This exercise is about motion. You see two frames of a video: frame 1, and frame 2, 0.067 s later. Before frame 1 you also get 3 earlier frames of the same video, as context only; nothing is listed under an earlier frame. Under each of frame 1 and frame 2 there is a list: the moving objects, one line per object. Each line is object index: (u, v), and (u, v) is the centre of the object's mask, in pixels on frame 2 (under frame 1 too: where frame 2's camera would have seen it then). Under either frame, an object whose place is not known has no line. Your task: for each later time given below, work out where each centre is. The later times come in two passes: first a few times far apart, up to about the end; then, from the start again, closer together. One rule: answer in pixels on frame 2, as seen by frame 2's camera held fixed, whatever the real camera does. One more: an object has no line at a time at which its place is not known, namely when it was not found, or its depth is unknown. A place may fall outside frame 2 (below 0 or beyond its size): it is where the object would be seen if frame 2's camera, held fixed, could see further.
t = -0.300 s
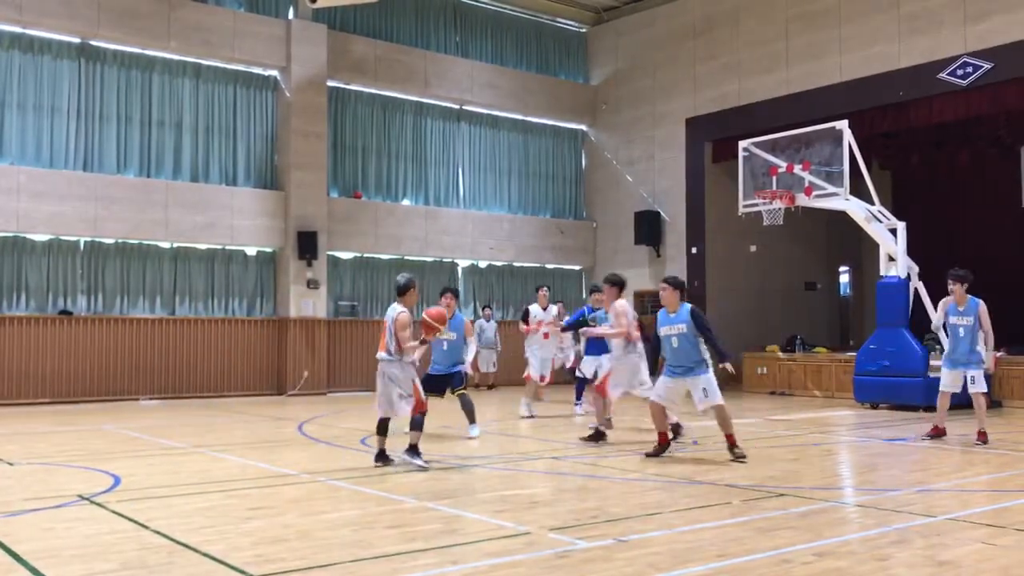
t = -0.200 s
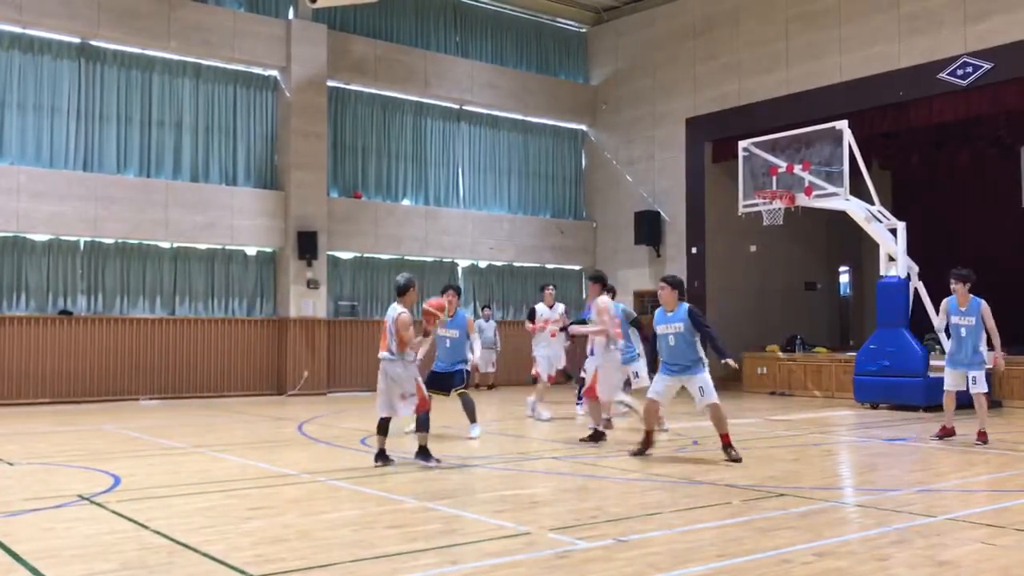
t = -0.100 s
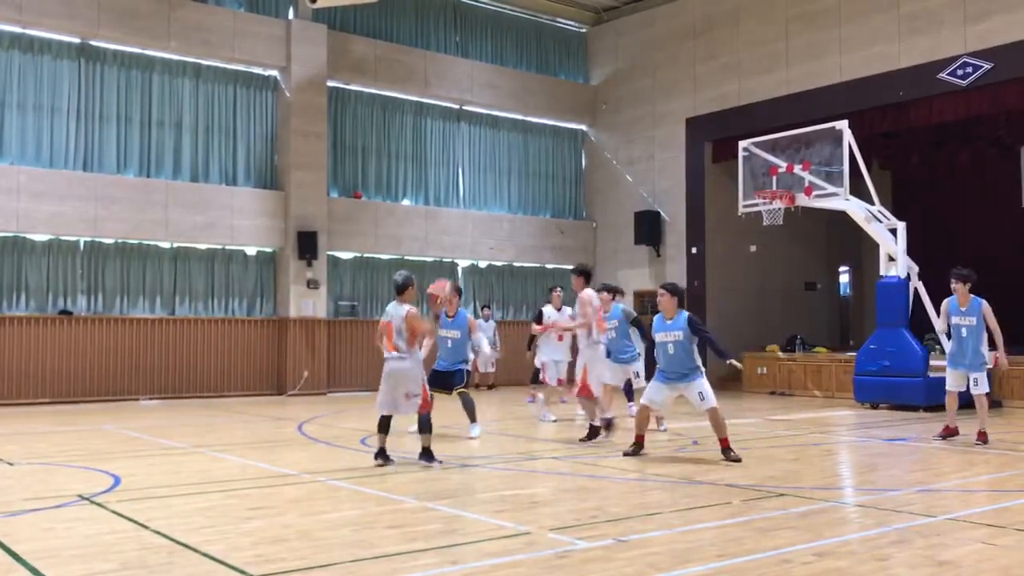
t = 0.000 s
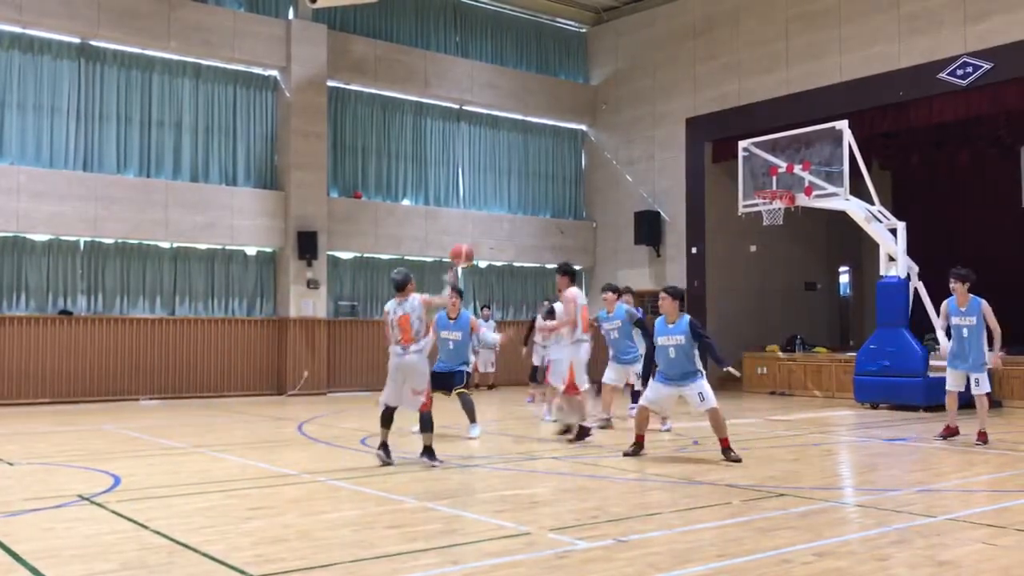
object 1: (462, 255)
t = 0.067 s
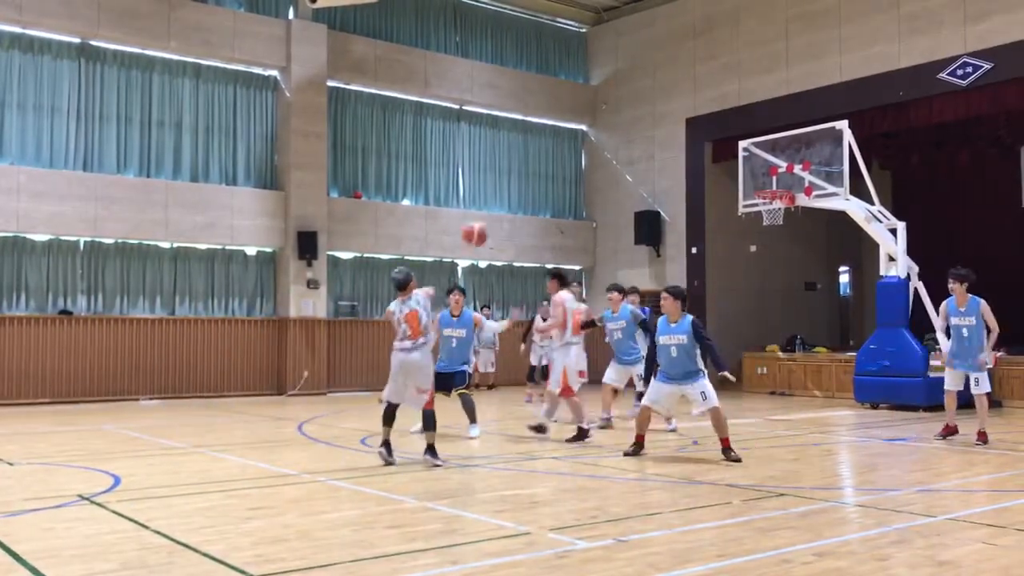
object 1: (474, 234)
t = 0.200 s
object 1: (499, 210)
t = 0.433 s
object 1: (530, 209)
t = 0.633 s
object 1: (552, 235)
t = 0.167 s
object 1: (494, 214)
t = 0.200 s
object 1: (499, 210)
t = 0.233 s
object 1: (503, 207)
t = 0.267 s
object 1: (509, 205)
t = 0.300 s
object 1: (514, 204)
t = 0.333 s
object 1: (518, 204)
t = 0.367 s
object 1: (523, 205)
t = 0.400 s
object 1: (527, 207)
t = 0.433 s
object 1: (530, 209)
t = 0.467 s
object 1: (534, 211)
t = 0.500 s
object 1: (538, 215)
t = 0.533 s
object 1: (541, 220)
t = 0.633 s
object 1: (552, 235)
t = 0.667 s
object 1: (555, 242)
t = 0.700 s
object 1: (556, 248)
